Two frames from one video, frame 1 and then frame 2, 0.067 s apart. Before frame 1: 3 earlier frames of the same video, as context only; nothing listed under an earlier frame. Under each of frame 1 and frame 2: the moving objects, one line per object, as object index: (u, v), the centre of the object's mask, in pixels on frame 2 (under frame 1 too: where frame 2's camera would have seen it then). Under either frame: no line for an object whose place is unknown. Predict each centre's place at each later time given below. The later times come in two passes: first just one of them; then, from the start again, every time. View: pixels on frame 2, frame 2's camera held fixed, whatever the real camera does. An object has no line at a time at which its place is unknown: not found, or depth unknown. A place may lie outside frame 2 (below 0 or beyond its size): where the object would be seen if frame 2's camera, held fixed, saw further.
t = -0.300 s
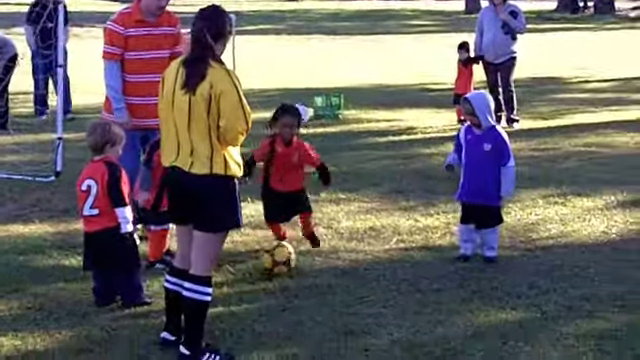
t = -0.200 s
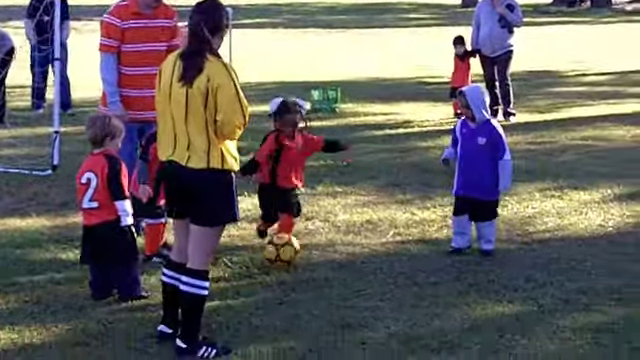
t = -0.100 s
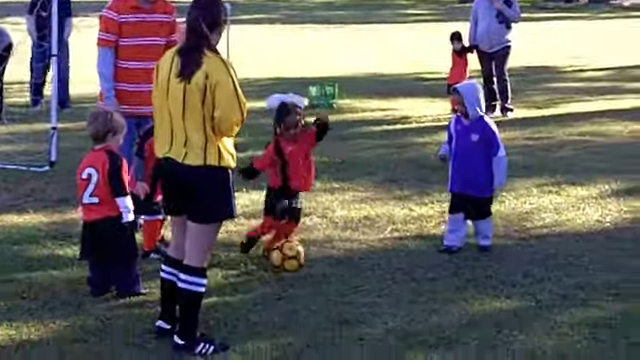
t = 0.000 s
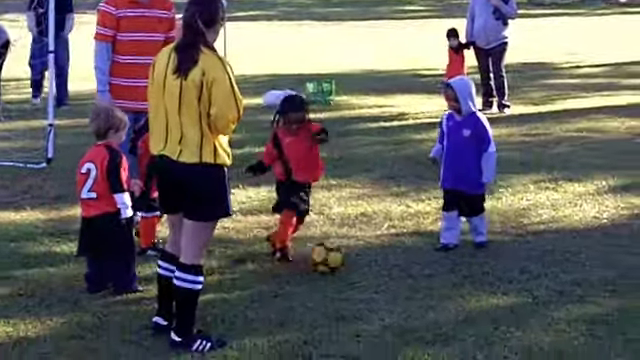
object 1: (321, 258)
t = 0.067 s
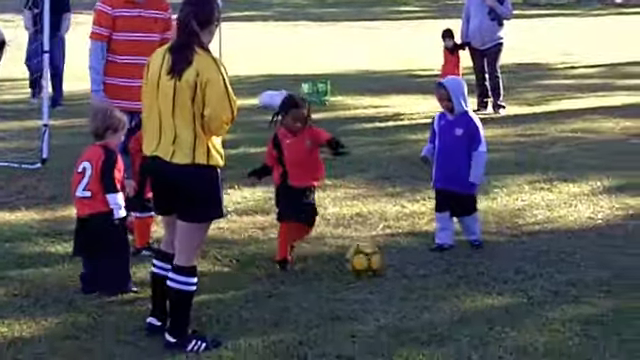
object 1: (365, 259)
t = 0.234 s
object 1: (446, 264)
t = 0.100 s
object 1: (382, 261)
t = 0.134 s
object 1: (400, 264)
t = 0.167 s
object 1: (419, 264)
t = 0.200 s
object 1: (432, 264)
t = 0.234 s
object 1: (446, 264)
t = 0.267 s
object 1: (460, 264)
